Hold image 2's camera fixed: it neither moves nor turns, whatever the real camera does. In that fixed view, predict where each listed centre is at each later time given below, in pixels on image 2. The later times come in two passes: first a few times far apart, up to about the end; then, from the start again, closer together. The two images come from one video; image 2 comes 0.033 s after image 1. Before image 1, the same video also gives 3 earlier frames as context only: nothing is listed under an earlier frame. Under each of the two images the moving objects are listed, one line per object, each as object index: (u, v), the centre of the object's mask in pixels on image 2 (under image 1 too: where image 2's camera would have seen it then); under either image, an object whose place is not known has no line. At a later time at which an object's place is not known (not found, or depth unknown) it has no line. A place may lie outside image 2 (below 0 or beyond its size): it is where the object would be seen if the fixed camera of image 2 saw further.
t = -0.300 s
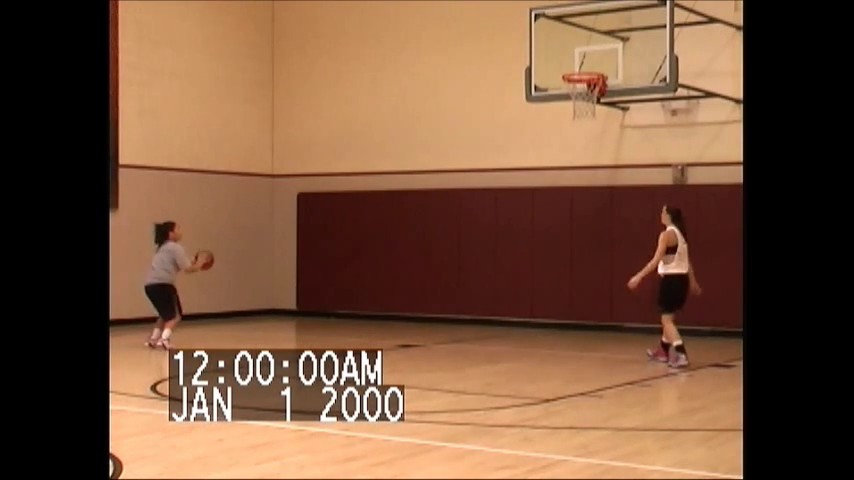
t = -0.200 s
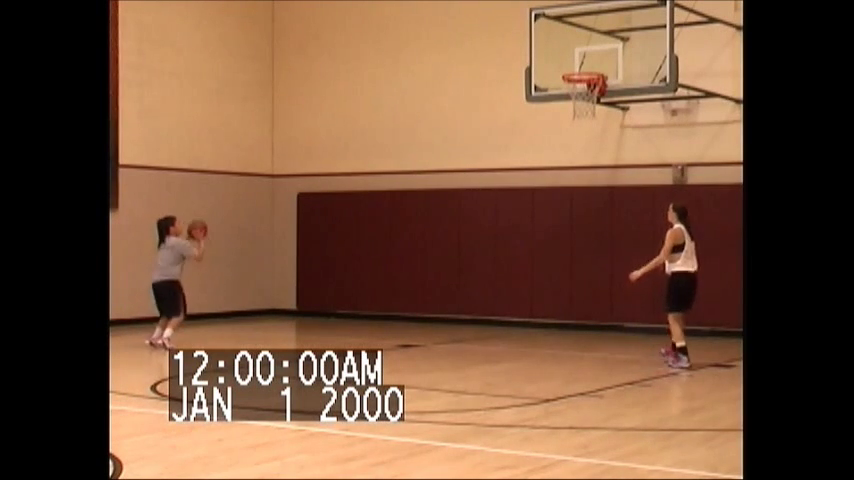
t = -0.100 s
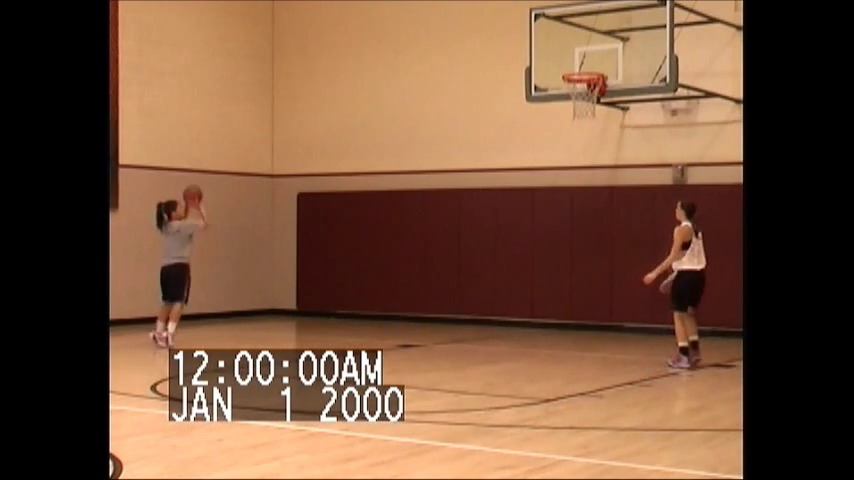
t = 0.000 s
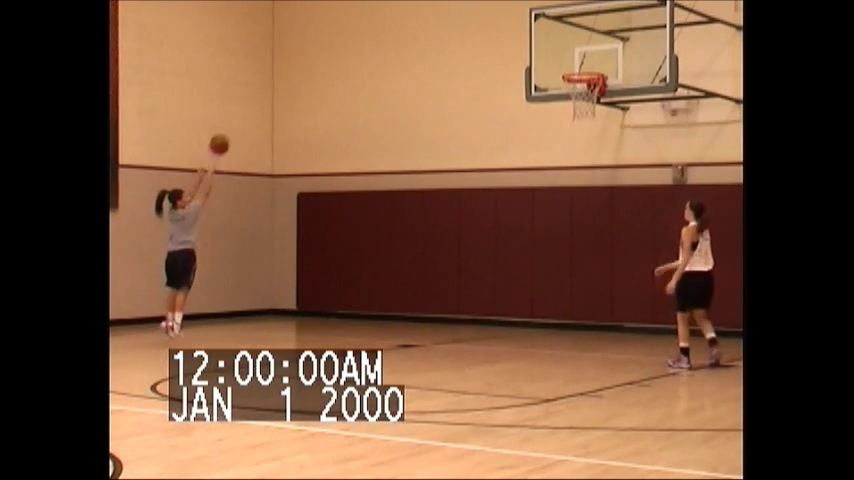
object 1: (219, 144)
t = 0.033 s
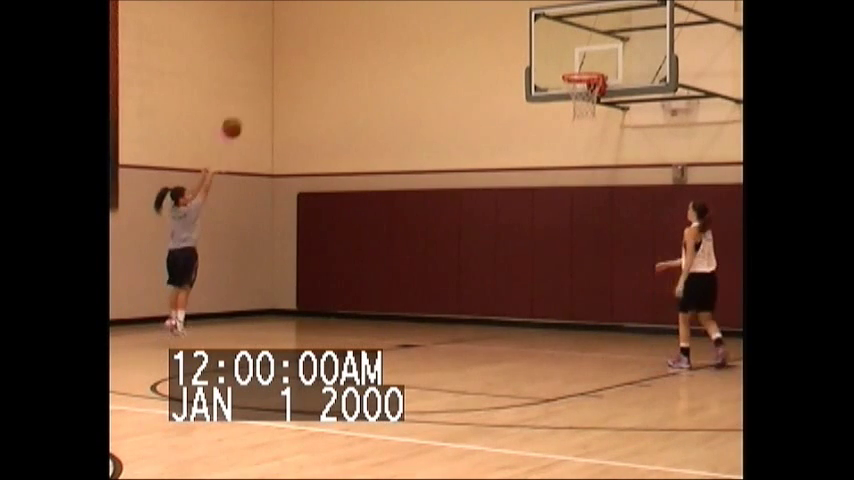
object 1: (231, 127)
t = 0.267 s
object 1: (319, 40)
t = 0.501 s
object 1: (405, 4)
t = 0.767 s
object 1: (501, 13)
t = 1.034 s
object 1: (597, 86)
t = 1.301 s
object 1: (620, 135)
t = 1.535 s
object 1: (635, 219)
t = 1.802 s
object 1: (649, 322)
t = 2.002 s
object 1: (636, 255)
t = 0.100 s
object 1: (257, 97)
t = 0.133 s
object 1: (269, 84)
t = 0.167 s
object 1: (281, 71)
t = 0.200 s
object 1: (294, 60)
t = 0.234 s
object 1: (306, 49)
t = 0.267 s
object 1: (319, 40)
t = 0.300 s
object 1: (331, 31)
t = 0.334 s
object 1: (343, 24)
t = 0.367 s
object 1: (356, 17)
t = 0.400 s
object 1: (368, 11)
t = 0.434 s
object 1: (380, 8)
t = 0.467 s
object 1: (392, 6)
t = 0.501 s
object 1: (405, 4)
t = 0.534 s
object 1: (417, 3)
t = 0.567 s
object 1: (429, 3)
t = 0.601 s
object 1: (441, 3)
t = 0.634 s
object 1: (453, 4)
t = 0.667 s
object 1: (465, 5)
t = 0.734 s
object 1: (489, 9)
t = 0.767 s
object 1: (501, 13)
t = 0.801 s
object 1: (513, 19)
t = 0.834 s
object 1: (524, 26)
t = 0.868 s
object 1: (537, 34)
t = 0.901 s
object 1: (548, 43)
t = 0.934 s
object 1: (560, 52)
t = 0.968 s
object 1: (572, 63)
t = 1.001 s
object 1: (583, 73)
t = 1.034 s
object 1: (597, 86)
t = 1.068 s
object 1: (600, 92)
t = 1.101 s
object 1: (605, 99)
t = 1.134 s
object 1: (608, 102)
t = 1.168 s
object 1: (610, 106)
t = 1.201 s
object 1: (612, 112)
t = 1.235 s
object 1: (615, 119)
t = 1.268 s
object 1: (617, 127)
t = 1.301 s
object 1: (620, 135)
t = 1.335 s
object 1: (622, 145)
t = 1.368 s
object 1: (624, 156)
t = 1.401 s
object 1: (627, 167)
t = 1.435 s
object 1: (630, 178)
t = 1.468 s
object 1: (630, 190)
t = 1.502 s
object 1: (632, 203)
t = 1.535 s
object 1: (635, 219)
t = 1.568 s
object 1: (638, 235)
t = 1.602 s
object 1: (640, 251)
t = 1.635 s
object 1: (644, 270)
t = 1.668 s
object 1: (646, 290)
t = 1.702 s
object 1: (648, 309)
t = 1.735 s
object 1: (652, 332)
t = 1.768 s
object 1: (652, 335)
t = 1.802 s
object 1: (649, 322)
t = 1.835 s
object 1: (647, 307)
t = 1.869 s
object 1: (645, 294)
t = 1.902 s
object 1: (643, 282)
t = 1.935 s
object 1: (640, 273)
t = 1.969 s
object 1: (638, 263)
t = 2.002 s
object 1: (636, 255)
